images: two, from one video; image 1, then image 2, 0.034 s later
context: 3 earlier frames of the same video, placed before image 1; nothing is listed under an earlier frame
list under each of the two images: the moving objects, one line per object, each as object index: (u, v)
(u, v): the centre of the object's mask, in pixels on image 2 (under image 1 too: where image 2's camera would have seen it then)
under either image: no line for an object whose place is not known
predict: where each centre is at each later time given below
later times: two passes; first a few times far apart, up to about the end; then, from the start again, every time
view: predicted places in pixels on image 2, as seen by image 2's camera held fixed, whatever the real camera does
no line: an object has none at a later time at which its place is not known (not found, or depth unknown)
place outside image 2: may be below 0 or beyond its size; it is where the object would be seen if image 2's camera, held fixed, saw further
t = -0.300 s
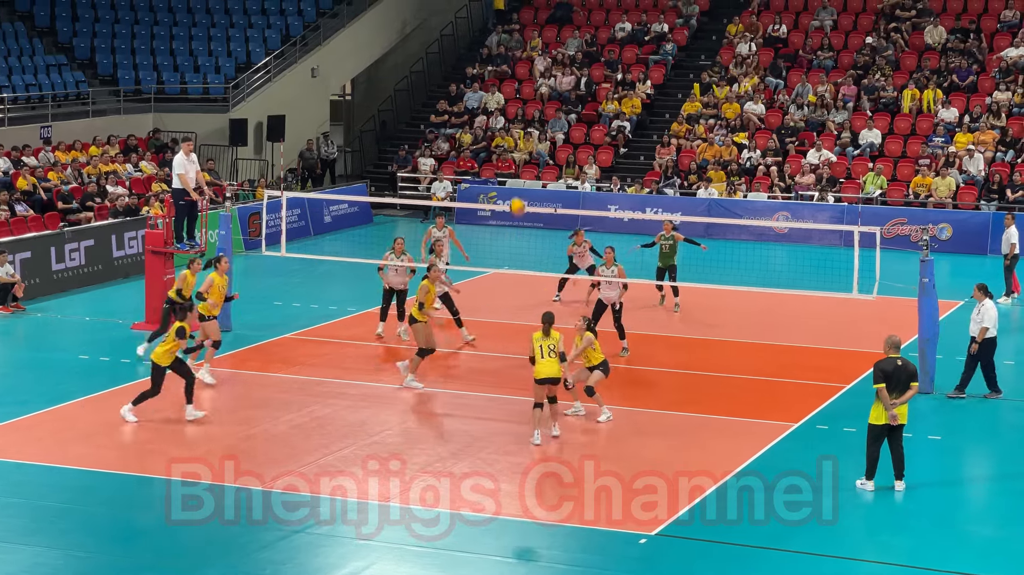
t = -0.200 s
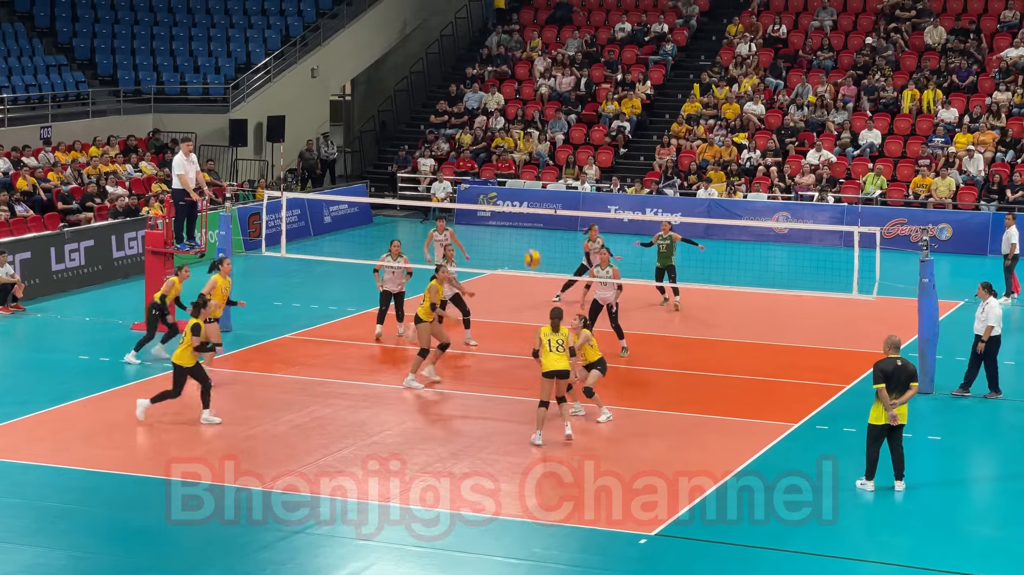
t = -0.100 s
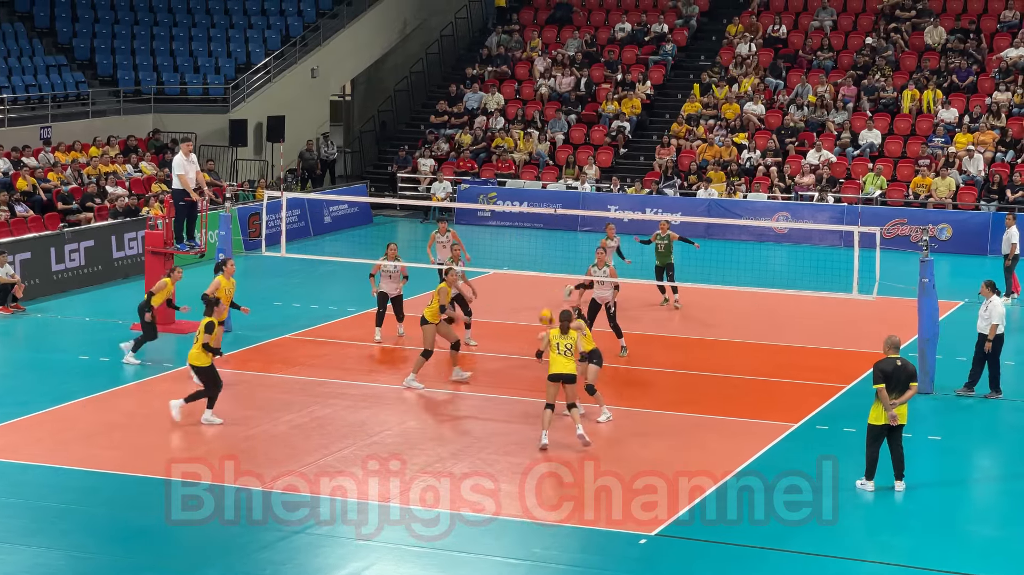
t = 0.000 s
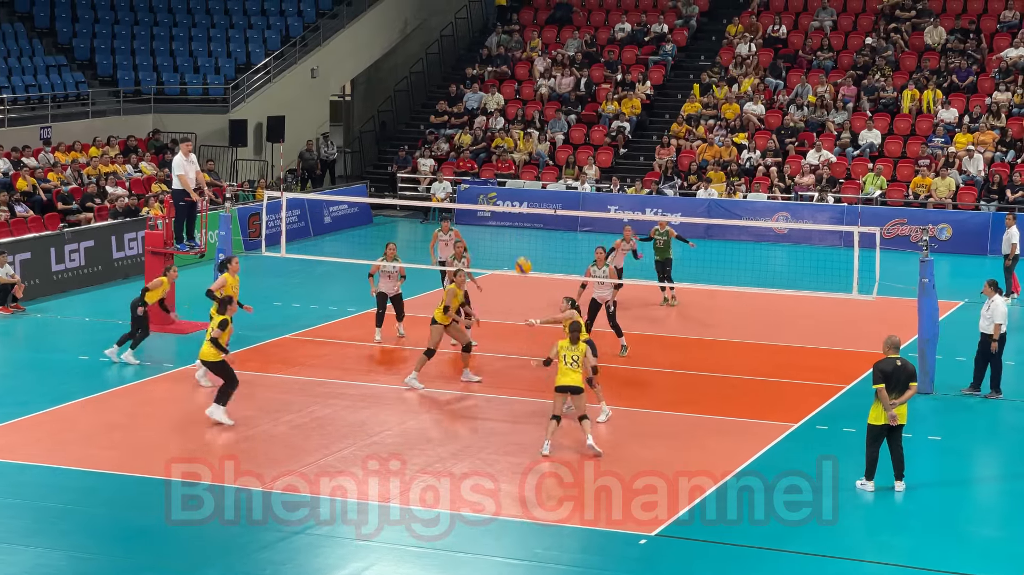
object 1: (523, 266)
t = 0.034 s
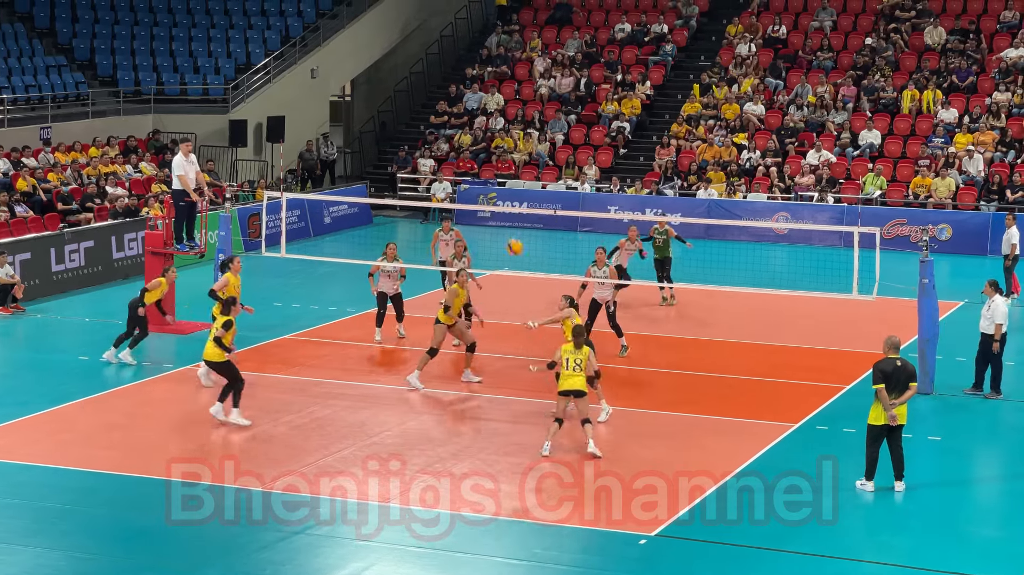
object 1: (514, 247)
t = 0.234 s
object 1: (464, 149)
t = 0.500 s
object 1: (402, 74)
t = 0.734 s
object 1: (352, 55)
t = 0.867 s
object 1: (326, 61)
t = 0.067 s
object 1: (505, 228)
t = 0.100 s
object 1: (497, 211)
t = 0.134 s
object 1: (489, 194)
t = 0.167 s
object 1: (480, 178)
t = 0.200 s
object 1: (472, 163)
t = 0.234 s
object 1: (464, 149)
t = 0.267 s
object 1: (456, 136)
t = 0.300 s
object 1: (448, 125)
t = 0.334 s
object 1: (440, 113)
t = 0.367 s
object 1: (432, 104)
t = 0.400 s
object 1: (425, 95)
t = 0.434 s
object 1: (417, 87)
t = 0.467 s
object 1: (409, 80)
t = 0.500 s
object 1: (402, 74)
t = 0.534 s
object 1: (394, 69)
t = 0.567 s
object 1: (387, 64)
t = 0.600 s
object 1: (380, 61)
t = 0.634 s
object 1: (373, 58)
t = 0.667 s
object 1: (366, 56)
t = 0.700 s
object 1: (359, 55)
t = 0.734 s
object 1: (352, 55)
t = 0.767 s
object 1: (346, 55)
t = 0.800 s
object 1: (339, 57)
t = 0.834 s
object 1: (331, 58)
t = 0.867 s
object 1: (326, 61)
